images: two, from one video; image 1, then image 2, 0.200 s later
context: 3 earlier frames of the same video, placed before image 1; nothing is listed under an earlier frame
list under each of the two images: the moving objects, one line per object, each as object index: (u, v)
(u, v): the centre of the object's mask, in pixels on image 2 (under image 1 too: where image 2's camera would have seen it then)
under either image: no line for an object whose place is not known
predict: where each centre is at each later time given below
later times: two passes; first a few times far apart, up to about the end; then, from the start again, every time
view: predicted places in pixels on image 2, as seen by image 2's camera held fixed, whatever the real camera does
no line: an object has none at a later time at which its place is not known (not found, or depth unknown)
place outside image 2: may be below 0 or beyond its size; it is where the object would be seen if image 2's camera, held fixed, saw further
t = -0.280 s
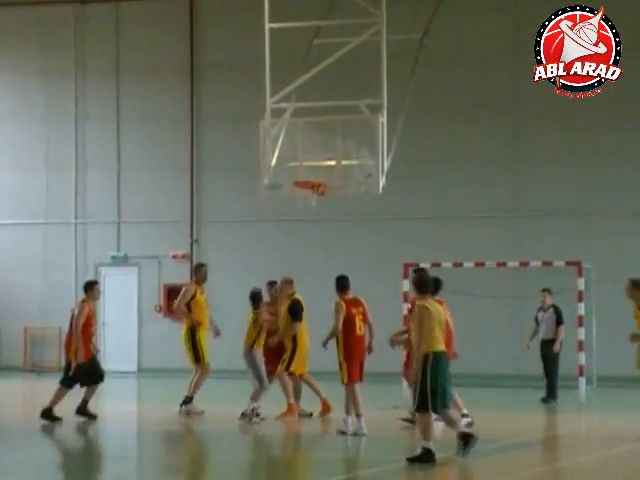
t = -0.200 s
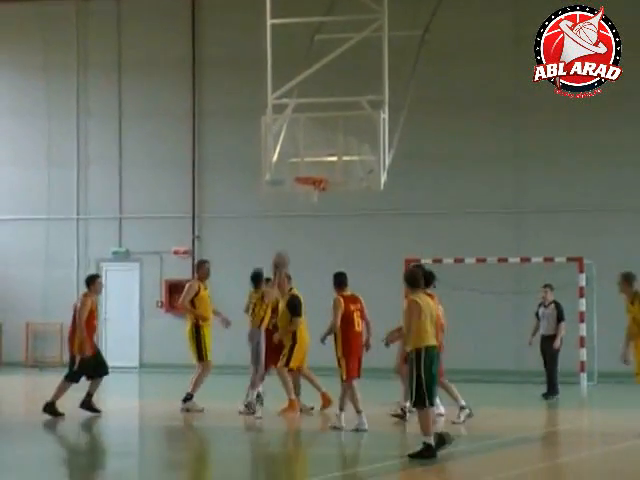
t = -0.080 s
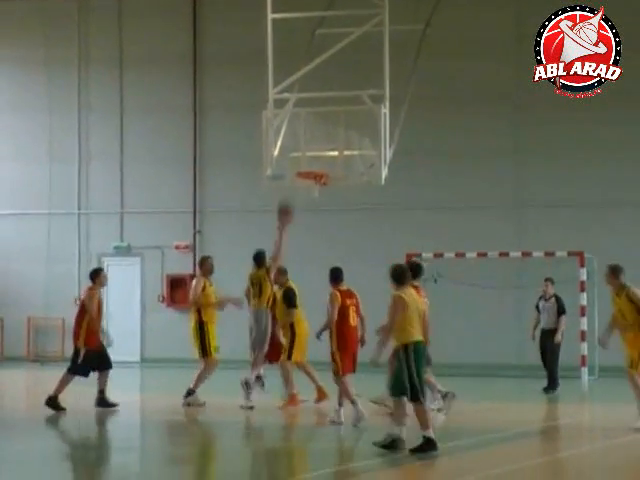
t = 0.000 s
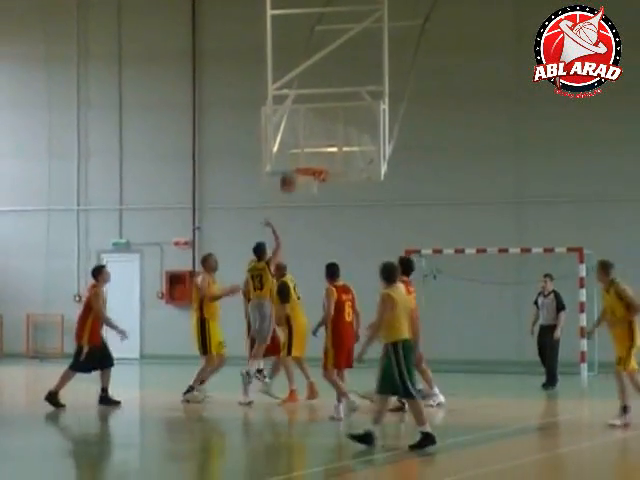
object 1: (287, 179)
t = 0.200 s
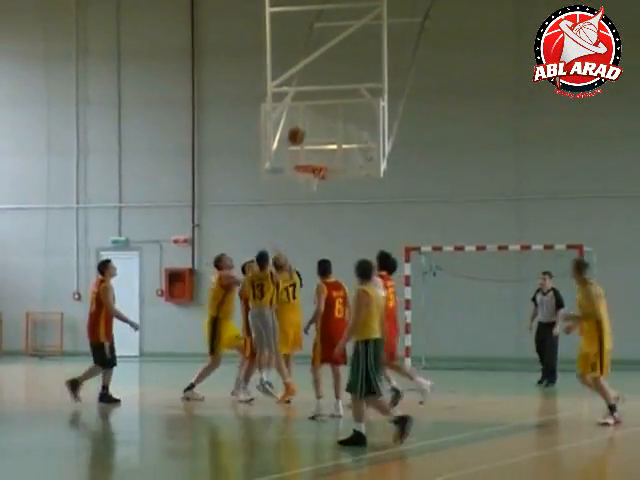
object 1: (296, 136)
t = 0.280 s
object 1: (298, 128)
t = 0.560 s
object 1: (310, 136)
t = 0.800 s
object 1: (309, 150)
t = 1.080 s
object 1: (293, 164)
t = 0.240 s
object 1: (297, 131)
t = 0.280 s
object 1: (298, 128)
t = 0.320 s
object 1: (300, 126)
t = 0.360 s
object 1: (301, 125)
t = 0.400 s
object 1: (303, 125)
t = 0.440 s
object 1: (305, 125)
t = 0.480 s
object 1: (307, 127)
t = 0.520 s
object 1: (309, 131)
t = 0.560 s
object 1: (310, 136)
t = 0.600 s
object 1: (312, 142)
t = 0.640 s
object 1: (314, 148)
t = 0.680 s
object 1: (314, 157)
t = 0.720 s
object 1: (313, 157)
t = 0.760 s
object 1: (311, 154)
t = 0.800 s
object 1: (309, 150)
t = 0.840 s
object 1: (307, 149)
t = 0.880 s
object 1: (304, 149)
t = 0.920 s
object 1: (302, 149)
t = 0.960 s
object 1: (300, 152)
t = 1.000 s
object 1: (298, 154)
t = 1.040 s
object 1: (296, 158)
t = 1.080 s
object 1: (293, 164)
